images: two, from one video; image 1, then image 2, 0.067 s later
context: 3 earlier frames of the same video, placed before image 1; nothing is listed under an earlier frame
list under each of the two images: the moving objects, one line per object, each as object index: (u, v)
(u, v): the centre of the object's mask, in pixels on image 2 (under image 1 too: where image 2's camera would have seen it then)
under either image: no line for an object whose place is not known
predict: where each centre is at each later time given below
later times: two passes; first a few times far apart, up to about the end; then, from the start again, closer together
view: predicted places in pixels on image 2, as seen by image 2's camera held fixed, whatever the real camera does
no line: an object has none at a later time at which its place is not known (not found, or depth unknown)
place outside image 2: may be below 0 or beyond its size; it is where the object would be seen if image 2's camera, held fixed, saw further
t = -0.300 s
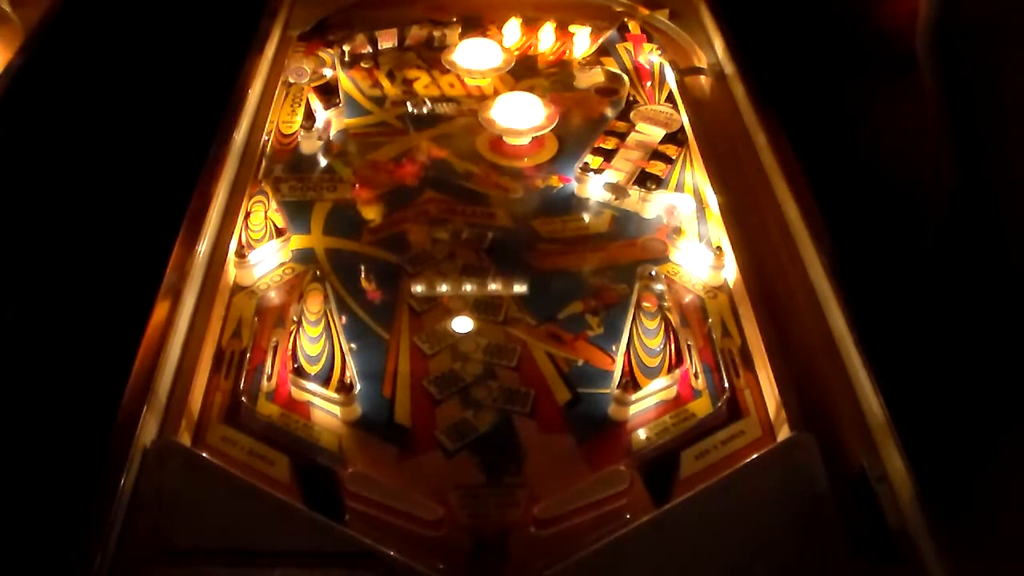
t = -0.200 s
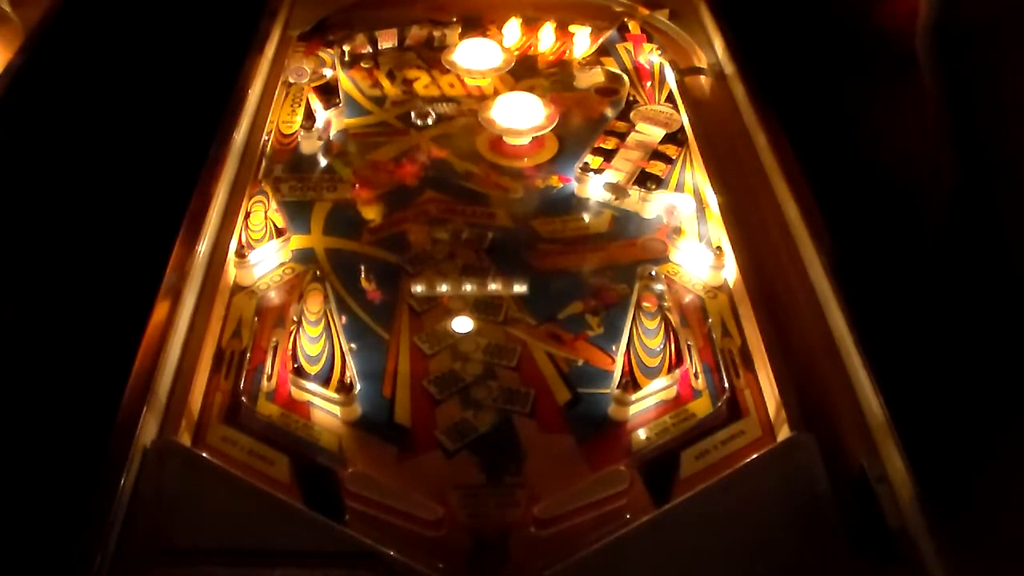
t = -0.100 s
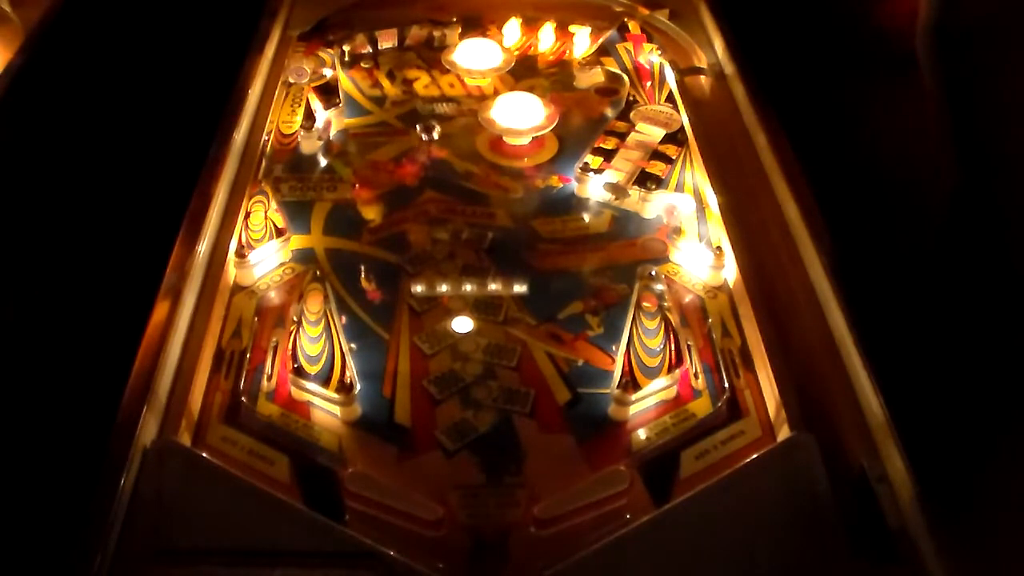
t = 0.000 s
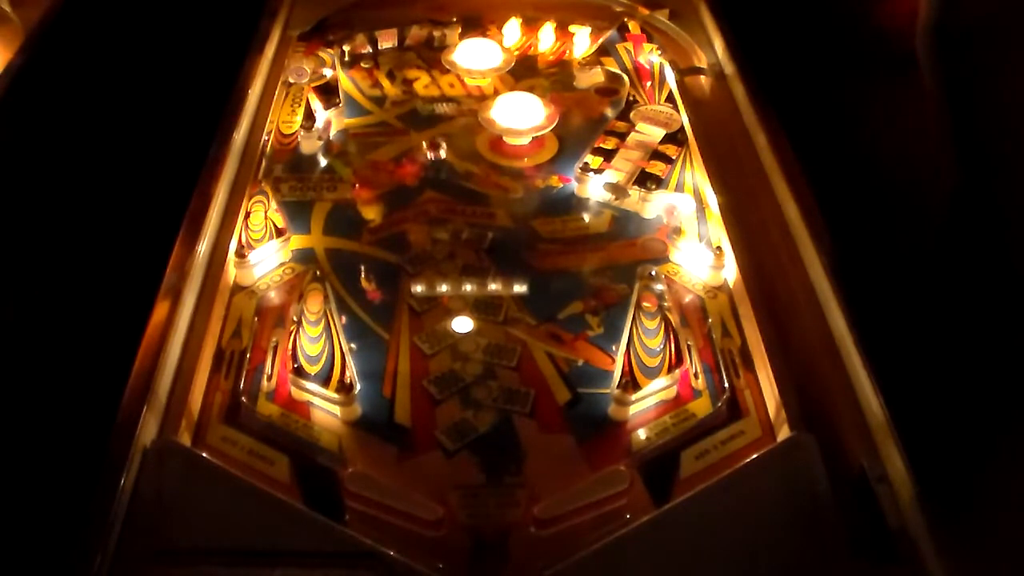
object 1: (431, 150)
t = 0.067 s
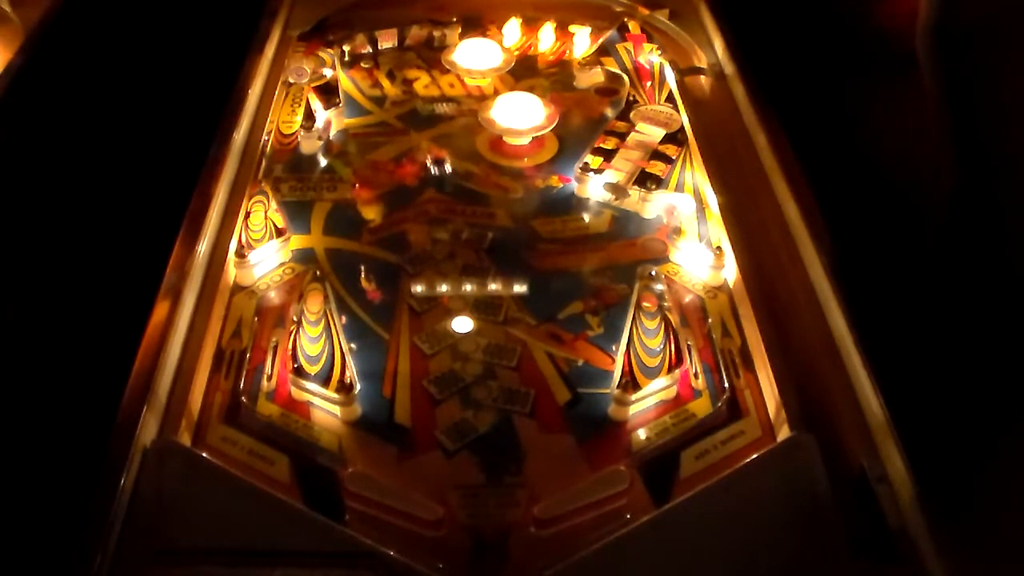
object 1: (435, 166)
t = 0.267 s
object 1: (452, 221)
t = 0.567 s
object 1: (481, 363)
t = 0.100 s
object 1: (437, 171)
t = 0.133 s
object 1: (440, 180)
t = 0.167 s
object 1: (443, 189)
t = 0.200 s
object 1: (445, 199)
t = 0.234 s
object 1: (448, 209)
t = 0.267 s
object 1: (452, 221)
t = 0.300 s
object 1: (455, 233)
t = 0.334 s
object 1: (458, 246)
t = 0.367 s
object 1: (462, 259)
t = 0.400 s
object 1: (466, 273)
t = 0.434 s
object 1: (473, 290)
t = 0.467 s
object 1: (479, 308)
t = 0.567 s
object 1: (481, 363)
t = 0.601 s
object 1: (496, 386)
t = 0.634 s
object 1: (502, 411)
